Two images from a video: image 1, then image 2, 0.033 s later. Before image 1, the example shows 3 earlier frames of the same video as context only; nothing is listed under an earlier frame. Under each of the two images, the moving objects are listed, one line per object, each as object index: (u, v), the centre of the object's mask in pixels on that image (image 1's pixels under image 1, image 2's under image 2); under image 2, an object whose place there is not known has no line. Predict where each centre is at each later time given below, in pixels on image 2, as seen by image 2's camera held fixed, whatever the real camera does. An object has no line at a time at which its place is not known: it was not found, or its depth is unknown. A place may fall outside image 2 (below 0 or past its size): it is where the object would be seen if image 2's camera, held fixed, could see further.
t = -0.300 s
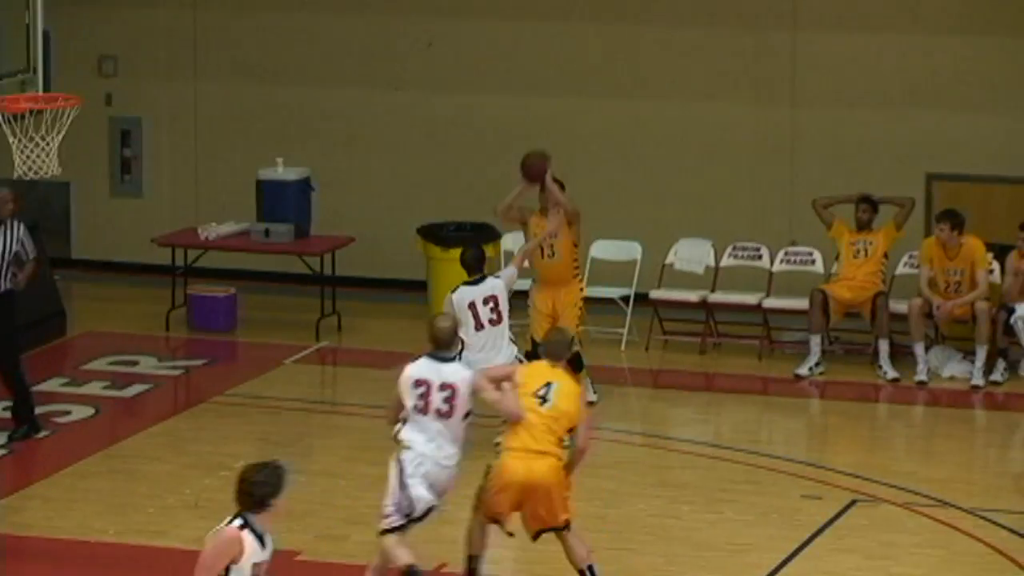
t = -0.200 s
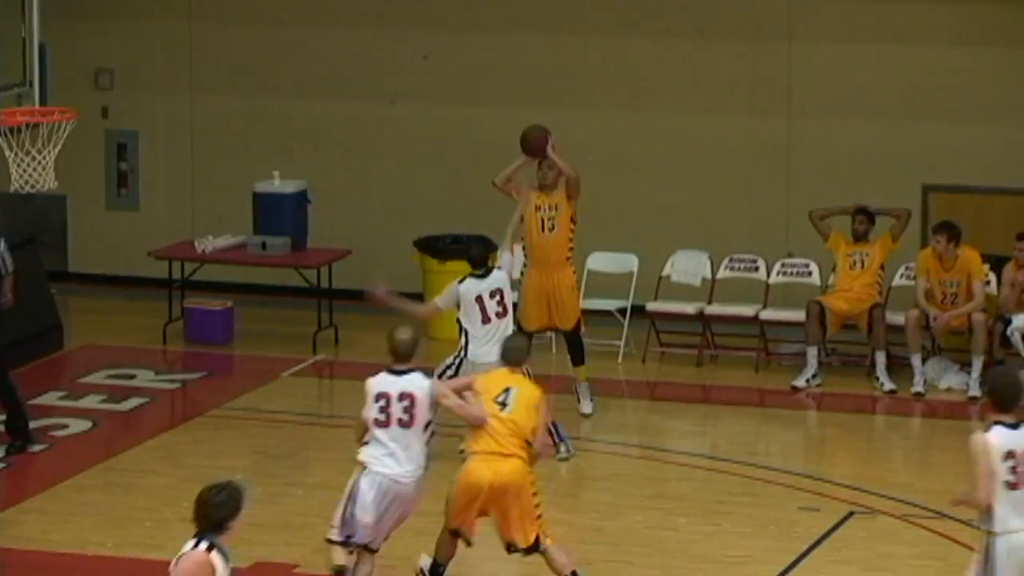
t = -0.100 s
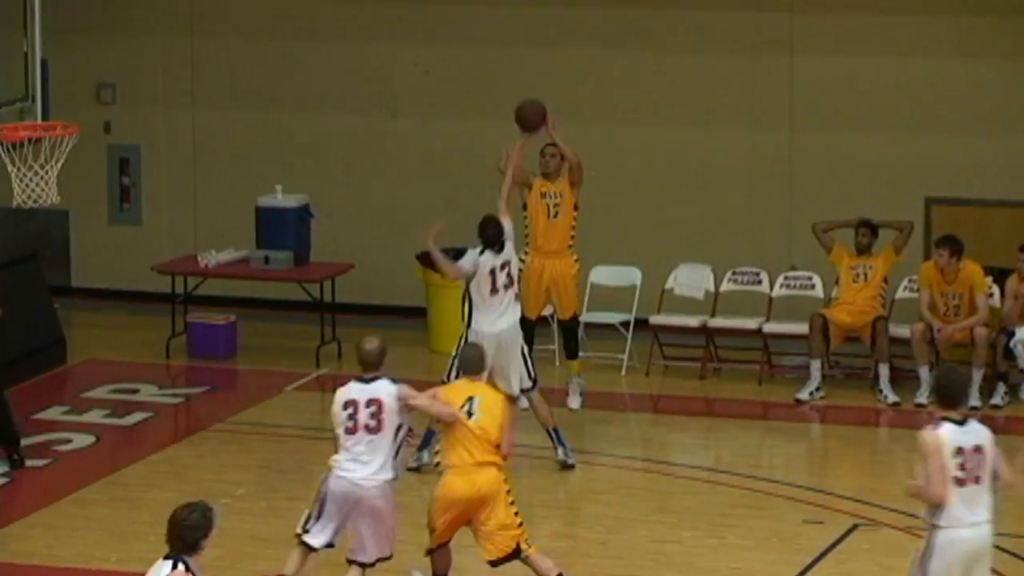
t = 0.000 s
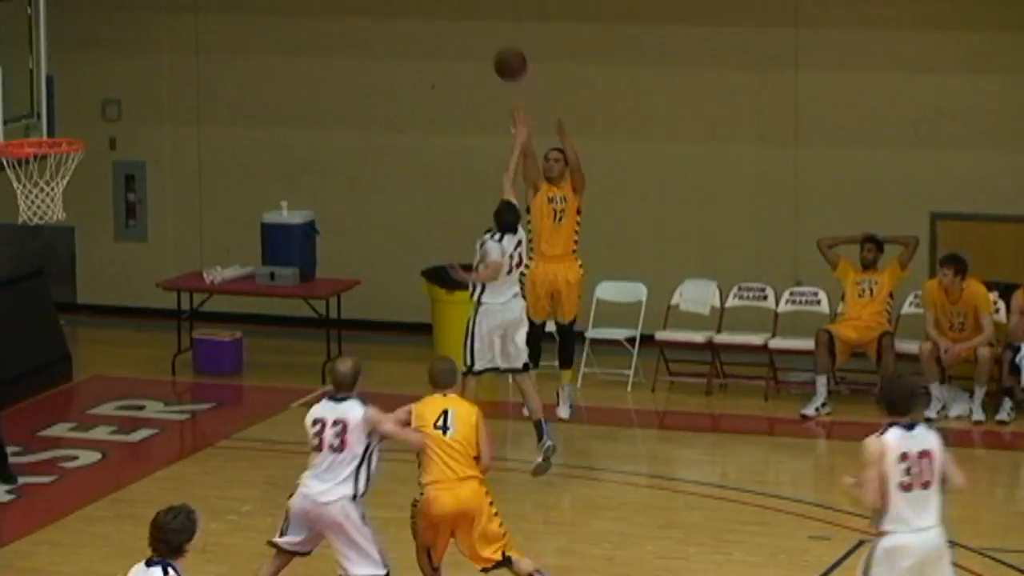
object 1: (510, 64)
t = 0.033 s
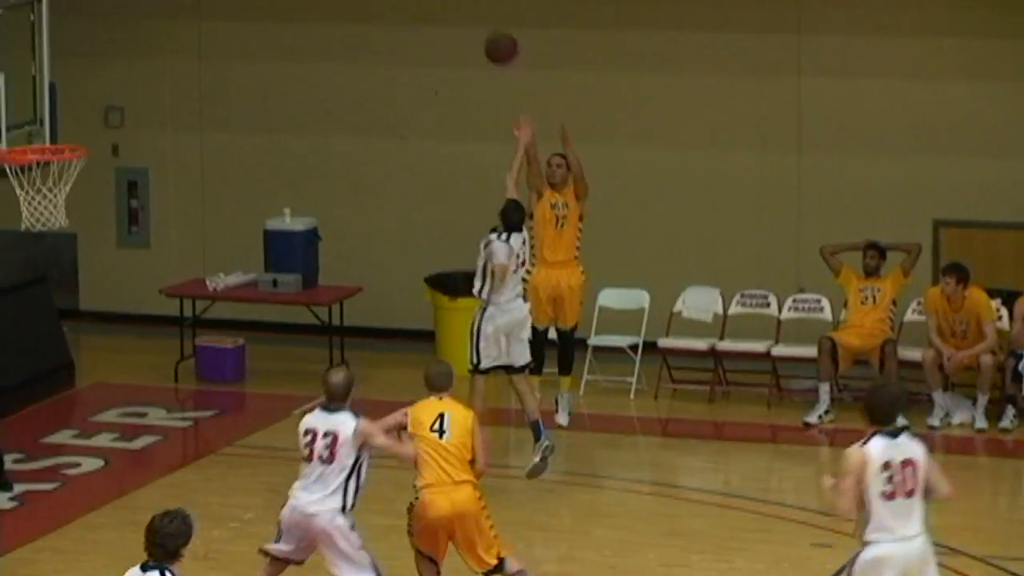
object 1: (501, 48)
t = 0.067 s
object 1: (488, 27)
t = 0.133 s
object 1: (459, -17)
